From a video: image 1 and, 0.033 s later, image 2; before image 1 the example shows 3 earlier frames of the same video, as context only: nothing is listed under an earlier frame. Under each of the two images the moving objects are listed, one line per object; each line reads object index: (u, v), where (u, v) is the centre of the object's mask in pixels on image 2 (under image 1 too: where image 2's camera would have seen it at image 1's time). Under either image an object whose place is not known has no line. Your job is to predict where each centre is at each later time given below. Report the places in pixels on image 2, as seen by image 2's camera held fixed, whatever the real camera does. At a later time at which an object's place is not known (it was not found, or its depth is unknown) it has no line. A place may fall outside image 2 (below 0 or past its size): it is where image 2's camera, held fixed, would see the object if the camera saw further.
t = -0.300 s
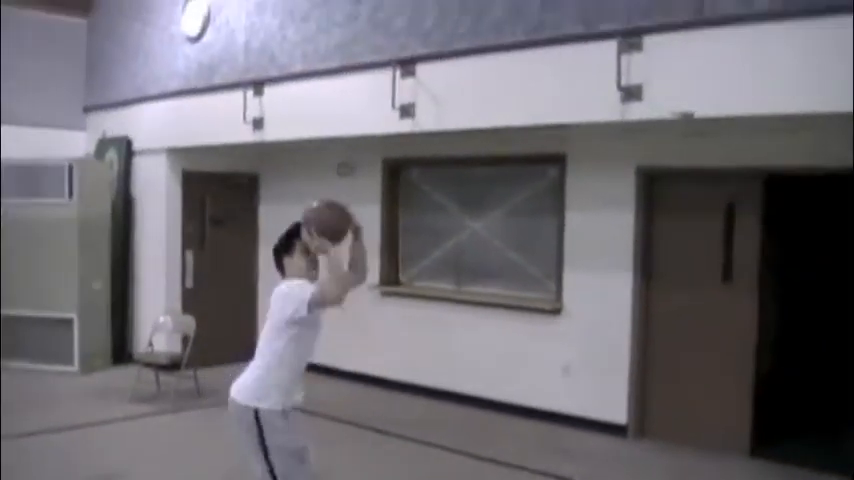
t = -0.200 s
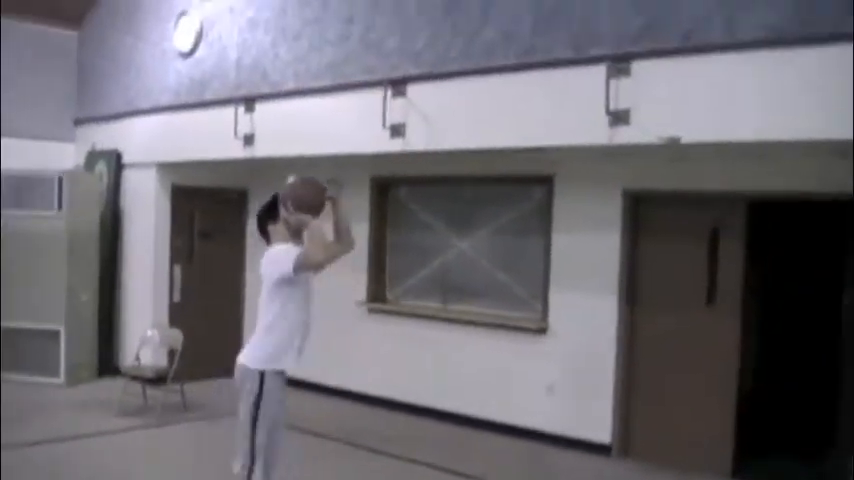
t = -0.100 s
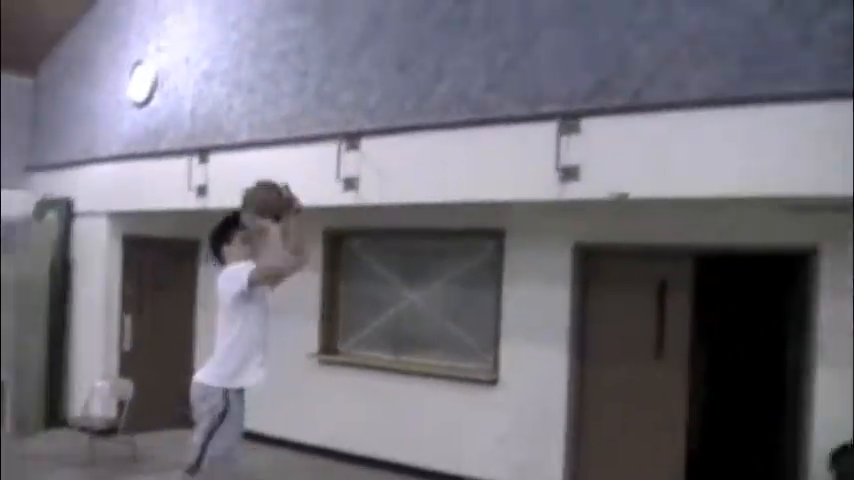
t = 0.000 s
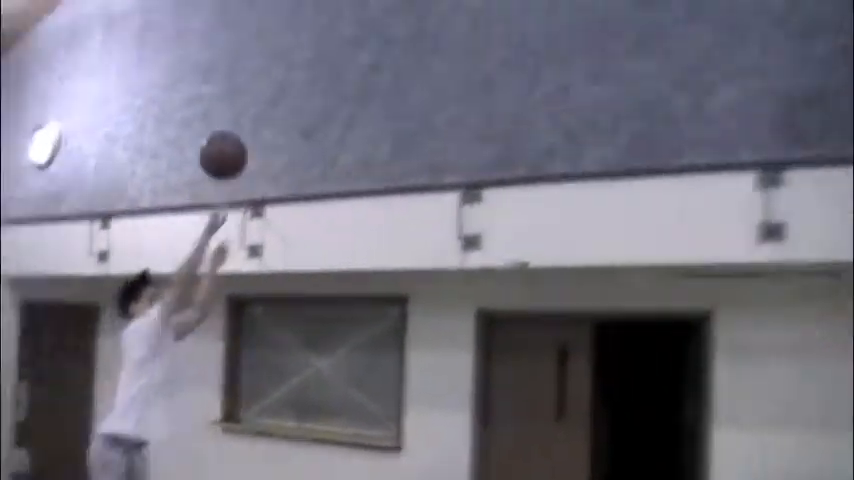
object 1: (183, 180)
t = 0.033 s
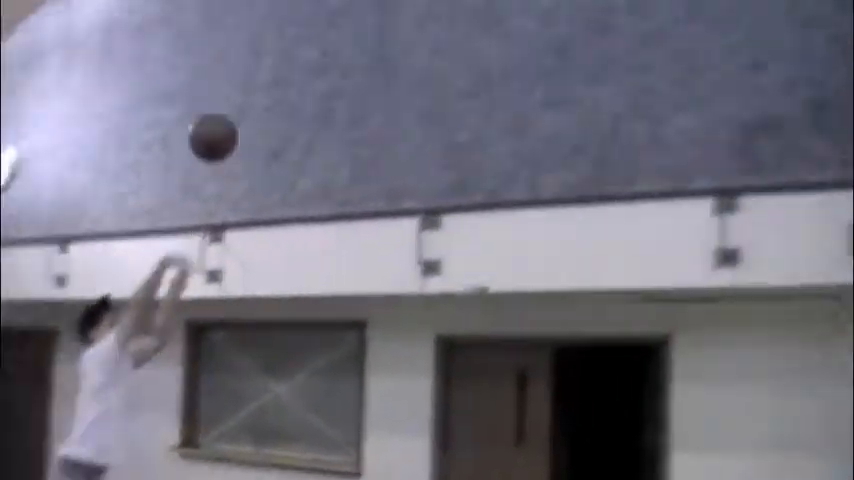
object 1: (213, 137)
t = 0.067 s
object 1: (241, 95)
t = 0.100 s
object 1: (272, 56)
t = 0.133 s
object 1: (302, 18)
